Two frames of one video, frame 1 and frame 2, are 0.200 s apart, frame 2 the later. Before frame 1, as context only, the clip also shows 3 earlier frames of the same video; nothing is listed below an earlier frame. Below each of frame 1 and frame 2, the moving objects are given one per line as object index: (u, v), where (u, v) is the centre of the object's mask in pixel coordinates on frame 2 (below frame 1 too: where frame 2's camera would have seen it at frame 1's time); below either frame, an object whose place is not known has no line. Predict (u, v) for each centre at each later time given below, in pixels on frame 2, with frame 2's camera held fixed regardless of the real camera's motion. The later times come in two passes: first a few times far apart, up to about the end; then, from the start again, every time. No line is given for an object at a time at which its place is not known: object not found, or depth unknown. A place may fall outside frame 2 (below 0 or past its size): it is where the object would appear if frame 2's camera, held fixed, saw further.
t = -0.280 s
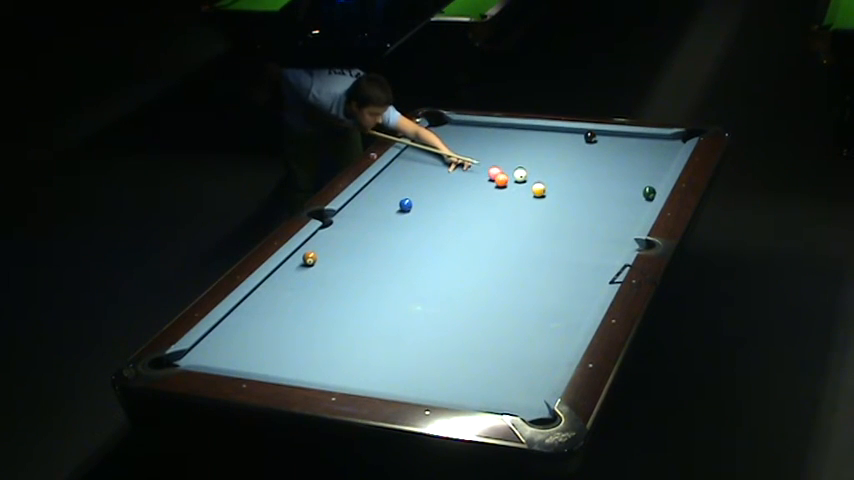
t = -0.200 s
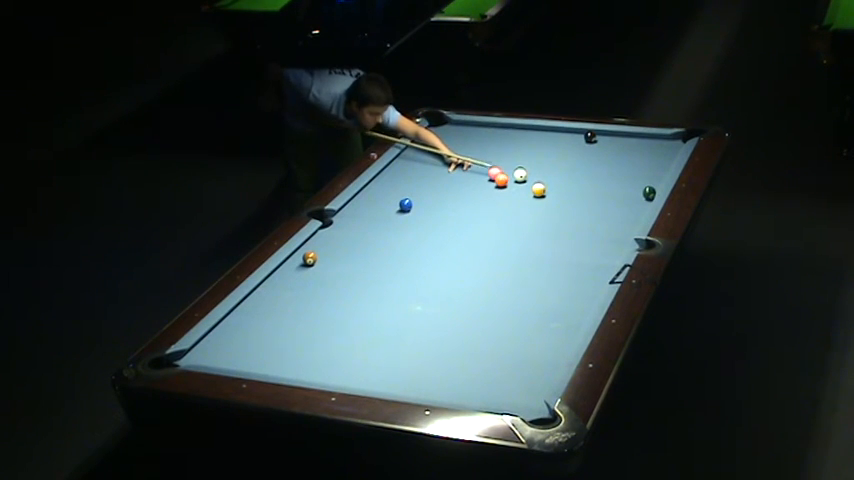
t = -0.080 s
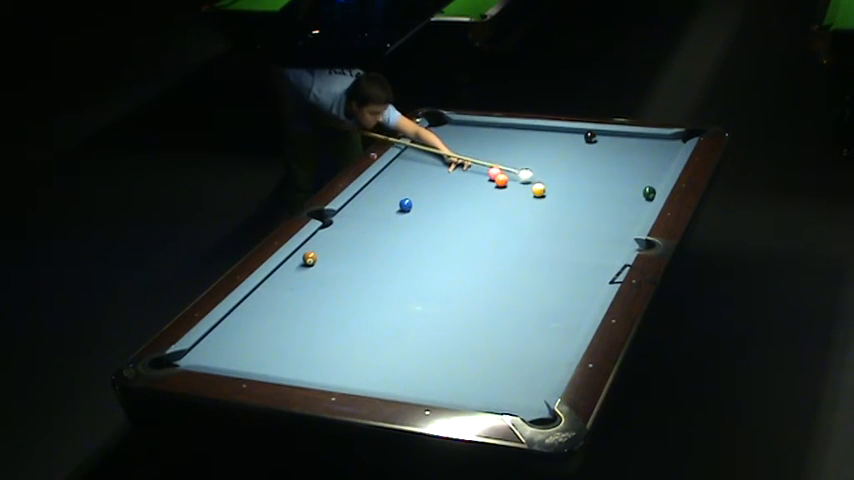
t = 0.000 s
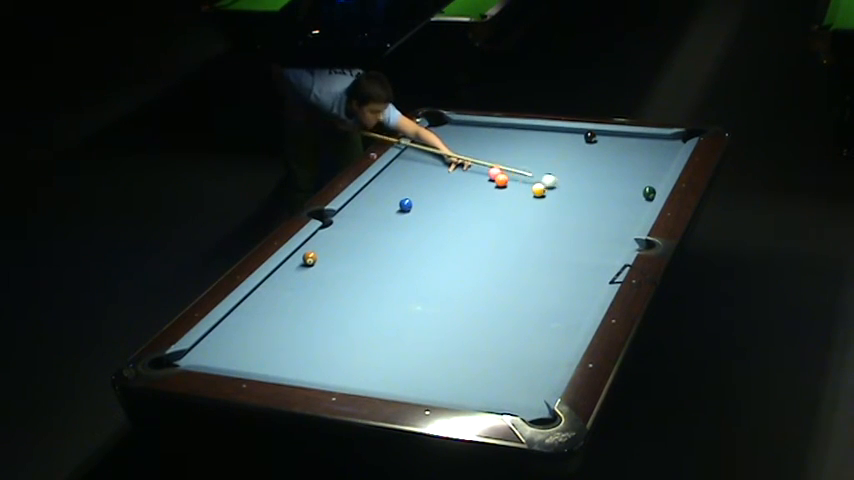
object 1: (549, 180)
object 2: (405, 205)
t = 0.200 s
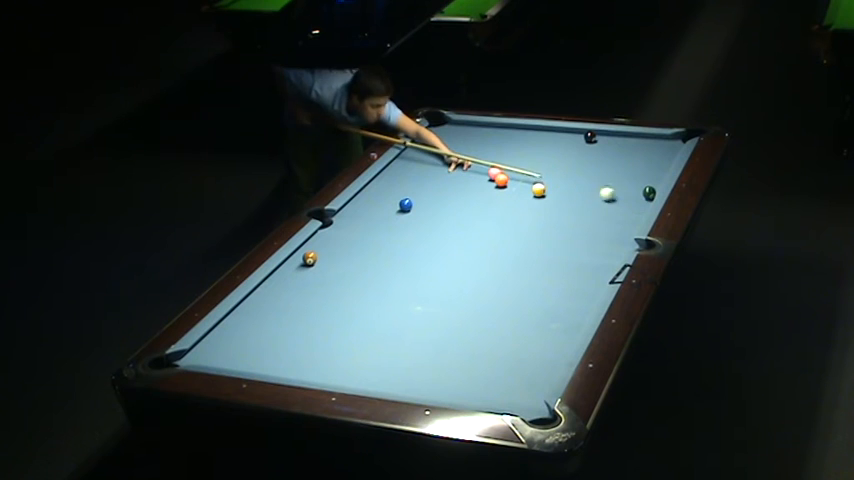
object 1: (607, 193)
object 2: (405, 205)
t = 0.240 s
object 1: (619, 196)
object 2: (405, 205)
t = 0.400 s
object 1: (633, 202)
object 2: (405, 205)
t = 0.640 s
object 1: (590, 202)
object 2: (405, 205)
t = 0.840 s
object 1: (555, 203)
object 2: (405, 205)
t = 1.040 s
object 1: (521, 203)
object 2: (405, 205)
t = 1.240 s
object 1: (487, 204)
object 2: (405, 205)
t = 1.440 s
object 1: (455, 204)
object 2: (405, 205)
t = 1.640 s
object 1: (424, 204)
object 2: (405, 205)
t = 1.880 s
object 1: (414, 205)
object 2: (386, 204)
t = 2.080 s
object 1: (409, 206)
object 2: (370, 204)
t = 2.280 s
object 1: (406, 207)
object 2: (355, 204)
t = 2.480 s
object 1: (403, 207)
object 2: (355, 205)
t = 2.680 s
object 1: (401, 208)
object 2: (363, 206)
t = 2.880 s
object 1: (399, 208)
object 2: (369, 208)
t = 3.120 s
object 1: (398, 208)
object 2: (376, 209)
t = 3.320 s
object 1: (398, 208)
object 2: (381, 210)
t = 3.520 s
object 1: (399, 208)
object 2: (385, 211)
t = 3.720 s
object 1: (400, 208)
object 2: (386, 211)
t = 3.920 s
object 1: (401, 208)
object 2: (387, 212)
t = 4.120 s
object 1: (401, 208)
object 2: (388, 212)
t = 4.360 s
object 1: (401, 208)
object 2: (388, 212)
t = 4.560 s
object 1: (400, 208)
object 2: (387, 213)
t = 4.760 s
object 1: (400, 208)
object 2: (387, 213)
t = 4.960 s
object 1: (400, 208)
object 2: (387, 213)
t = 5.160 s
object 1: (400, 208)
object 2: (387, 213)
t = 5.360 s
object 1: (400, 208)
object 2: (387, 213)
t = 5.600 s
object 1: (400, 208)
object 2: (387, 213)
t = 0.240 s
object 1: (619, 196)
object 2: (405, 205)
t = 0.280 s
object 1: (631, 198)
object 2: (405, 205)
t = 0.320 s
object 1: (643, 201)
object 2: (405, 205)
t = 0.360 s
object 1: (641, 202)
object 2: (405, 205)
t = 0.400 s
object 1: (633, 202)
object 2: (405, 205)
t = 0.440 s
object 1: (626, 202)
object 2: (405, 205)
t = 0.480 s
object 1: (619, 202)
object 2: (405, 205)
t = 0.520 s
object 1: (612, 202)
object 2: (405, 205)
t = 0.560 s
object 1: (605, 202)
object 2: (405, 205)
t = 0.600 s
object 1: (597, 202)
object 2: (405, 205)
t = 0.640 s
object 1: (590, 202)
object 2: (405, 205)
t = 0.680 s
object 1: (583, 202)
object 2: (405, 205)
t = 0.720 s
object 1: (576, 202)
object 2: (405, 205)
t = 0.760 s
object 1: (568, 202)
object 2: (405, 205)
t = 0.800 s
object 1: (562, 203)
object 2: (405, 205)
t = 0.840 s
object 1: (555, 203)
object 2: (405, 205)
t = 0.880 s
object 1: (548, 203)
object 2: (405, 205)
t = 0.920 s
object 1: (541, 203)
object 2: (405, 205)
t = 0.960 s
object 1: (534, 203)
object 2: (405, 205)
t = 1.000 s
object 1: (528, 203)
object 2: (405, 205)
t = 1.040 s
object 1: (521, 203)
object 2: (405, 205)
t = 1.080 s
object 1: (514, 203)
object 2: (405, 205)
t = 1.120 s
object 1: (507, 203)
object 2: (405, 205)
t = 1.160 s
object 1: (500, 203)
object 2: (405, 205)
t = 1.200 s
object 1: (494, 203)
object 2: (405, 205)
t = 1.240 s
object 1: (487, 204)
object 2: (405, 205)
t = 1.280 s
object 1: (481, 204)
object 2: (405, 205)
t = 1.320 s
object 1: (474, 203)
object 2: (405, 205)
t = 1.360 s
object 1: (468, 204)
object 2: (405, 205)
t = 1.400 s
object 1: (461, 204)
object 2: (405, 205)
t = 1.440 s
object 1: (455, 204)
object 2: (405, 205)
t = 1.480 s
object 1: (449, 204)
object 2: (405, 205)
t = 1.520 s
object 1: (443, 204)
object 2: (405, 205)
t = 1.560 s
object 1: (436, 204)
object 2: (405, 205)
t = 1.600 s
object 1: (430, 204)
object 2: (405, 205)
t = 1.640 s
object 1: (424, 204)
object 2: (405, 205)
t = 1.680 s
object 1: (418, 204)
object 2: (405, 205)
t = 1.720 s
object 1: (418, 205)
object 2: (400, 205)
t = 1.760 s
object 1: (417, 205)
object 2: (396, 205)
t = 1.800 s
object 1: (416, 205)
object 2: (392, 205)
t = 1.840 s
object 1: (415, 205)
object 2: (389, 205)
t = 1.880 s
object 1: (414, 205)
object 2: (386, 204)
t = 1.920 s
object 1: (413, 205)
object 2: (383, 204)
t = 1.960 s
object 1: (412, 206)
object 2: (379, 204)
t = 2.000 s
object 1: (411, 206)
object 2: (376, 204)
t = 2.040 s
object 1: (411, 206)
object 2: (373, 204)
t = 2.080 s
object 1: (409, 206)
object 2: (370, 204)
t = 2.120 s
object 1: (409, 206)
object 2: (367, 204)
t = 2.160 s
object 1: (408, 206)
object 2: (364, 204)
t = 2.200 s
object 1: (407, 206)
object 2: (361, 204)
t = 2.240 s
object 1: (407, 207)
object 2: (358, 204)
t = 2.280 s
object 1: (406, 207)
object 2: (355, 204)
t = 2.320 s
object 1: (405, 207)
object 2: (352, 204)
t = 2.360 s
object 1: (405, 207)
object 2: (351, 204)
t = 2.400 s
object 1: (404, 207)
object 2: (353, 205)
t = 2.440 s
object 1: (403, 207)
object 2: (354, 205)
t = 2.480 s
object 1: (403, 207)
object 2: (355, 205)
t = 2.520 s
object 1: (402, 207)
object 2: (357, 205)
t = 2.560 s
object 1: (402, 207)
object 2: (358, 206)
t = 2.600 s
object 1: (401, 208)
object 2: (360, 206)
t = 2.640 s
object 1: (401, 208)
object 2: (361, 206)
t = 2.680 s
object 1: (401, 208)
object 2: (363, 206)
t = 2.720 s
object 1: (400, 208)
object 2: (364, 207)
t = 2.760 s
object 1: (400, 208)
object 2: (365, 207)
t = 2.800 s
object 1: (400, 208)
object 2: (366, 207)
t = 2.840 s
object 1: (399, 208)
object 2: (368, 207)
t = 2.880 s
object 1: (399, 208)
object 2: (369, 208)
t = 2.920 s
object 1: (399, 208)
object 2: (370, 208)
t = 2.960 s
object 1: (399, 208)
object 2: (371, 208)
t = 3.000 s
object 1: (399, 208)
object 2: (373, 208)
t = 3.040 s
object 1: (399, 208)
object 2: (373, 208)
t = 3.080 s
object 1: (398, 208)
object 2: (375, 209)
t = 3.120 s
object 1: (398, 208)
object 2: (376, 209)
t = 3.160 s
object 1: (398, 208)
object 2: (377, 209)
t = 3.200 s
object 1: (398, 208)
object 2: (378, 209)
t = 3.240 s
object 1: (398, 208)
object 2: (379, 210)
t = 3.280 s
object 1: (398, 208)
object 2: (380, 210)
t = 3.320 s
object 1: (398, 208)
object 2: (381, 210)
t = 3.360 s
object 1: (398, 208)
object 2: (382, 210)
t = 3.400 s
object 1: (398, 208)
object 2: (383, 210)
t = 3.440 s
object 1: (398, 208)
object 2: (384, 210)
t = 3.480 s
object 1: (398, 208)
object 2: (384, 211)
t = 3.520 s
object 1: (399, 208)
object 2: (385, 211)
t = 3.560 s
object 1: (399, 208)
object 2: (385, 211)
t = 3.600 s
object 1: (399, 208)
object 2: (385, 211)
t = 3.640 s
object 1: (400, 208)
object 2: (386, 211)
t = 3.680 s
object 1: (400, 208)
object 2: (386, 211)
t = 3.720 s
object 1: (400, 208)
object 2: (386, 211)
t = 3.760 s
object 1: (401, 208)
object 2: (386, 212)
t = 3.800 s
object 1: (401, 208)
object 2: (387, 212)
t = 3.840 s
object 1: (401, 208)
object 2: (387, 212)
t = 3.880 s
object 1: (401, 208)
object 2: (387, 212)
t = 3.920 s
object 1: (401, 208)
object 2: (387, 212)
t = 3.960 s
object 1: (401, 208)
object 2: (387, 212)
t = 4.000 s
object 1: (401, 208)
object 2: (387, 212)
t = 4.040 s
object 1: (401, 208)
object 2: (388, 212)
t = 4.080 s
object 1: (401, 208)
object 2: (388, 212)
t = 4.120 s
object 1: (401, 208)
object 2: (388, 212)
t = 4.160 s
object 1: (401, 208)
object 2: (388, 212)
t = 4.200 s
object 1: (401, 208)
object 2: (388, 212)
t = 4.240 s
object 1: (401, 208)
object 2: (388, 212)
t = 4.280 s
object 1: (401, 208)
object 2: (388, 212)
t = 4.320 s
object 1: (401, 208)
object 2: (388, 212)
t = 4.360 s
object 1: (401, 208)
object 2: (388, 212)
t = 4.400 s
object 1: (401, 208)
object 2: (387, 213)
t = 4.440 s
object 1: (401, 208)
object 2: (388, 213)
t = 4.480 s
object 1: (401, 208)
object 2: (388, 212)
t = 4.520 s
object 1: (401, 208)
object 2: (387, 212)
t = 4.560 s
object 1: (400, 208)
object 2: (387, 213)
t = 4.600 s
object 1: (400, 208)
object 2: (387, 213)
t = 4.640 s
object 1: (400, 208)
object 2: (387, 213)
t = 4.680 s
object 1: (400, 208)
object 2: (387, 213)
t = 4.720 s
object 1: (400, 208)
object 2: (387, 213)
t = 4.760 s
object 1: (400, 208)
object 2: (387, 213)
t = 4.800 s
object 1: (400, 208)
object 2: (387, 213)
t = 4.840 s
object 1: (400, 208)
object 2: (387, 213)
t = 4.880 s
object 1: (400, 208)
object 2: (387, 213)
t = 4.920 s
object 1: (400, 208)
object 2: (387, 213)
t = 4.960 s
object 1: (400, 208)
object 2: (387, 213)
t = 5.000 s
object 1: (400, 208)
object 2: (387, 213)
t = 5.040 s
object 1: (400, 208)
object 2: (387, 213)
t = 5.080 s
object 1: (400, 208)
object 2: (387, 213)
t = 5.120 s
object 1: (400, 208)
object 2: (387, 213)
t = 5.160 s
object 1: (400, 208)
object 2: (387, 213)
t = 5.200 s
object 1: (400, 208)
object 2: (387, 213)
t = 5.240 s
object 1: (400, 208)
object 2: (387, 213)
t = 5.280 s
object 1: (400, 208)
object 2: (387, 213)
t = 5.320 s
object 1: (400, 208)
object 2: (387, 213)
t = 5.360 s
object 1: (400, 208)
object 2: (387, 213)
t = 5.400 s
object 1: (400, 208)
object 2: (387, 212)
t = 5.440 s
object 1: (400, 208)
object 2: (387, 213)
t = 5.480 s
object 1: (400, 208)
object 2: (387, 213)
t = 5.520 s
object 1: (400, 208)
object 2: (387, 213)
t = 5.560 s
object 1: (400, 208)
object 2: (387, 213)
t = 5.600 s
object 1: (400, 208)
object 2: (387, 213)
